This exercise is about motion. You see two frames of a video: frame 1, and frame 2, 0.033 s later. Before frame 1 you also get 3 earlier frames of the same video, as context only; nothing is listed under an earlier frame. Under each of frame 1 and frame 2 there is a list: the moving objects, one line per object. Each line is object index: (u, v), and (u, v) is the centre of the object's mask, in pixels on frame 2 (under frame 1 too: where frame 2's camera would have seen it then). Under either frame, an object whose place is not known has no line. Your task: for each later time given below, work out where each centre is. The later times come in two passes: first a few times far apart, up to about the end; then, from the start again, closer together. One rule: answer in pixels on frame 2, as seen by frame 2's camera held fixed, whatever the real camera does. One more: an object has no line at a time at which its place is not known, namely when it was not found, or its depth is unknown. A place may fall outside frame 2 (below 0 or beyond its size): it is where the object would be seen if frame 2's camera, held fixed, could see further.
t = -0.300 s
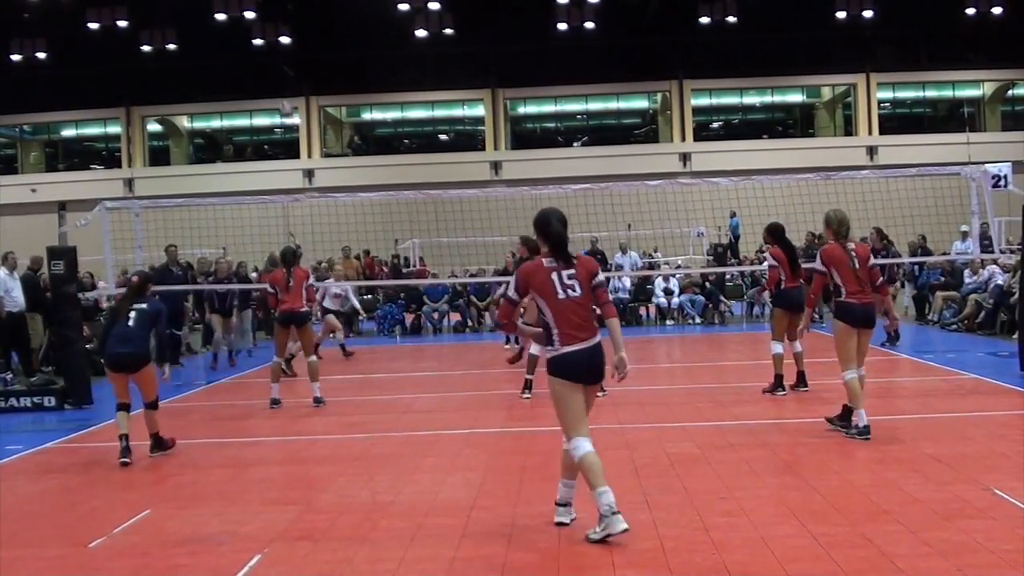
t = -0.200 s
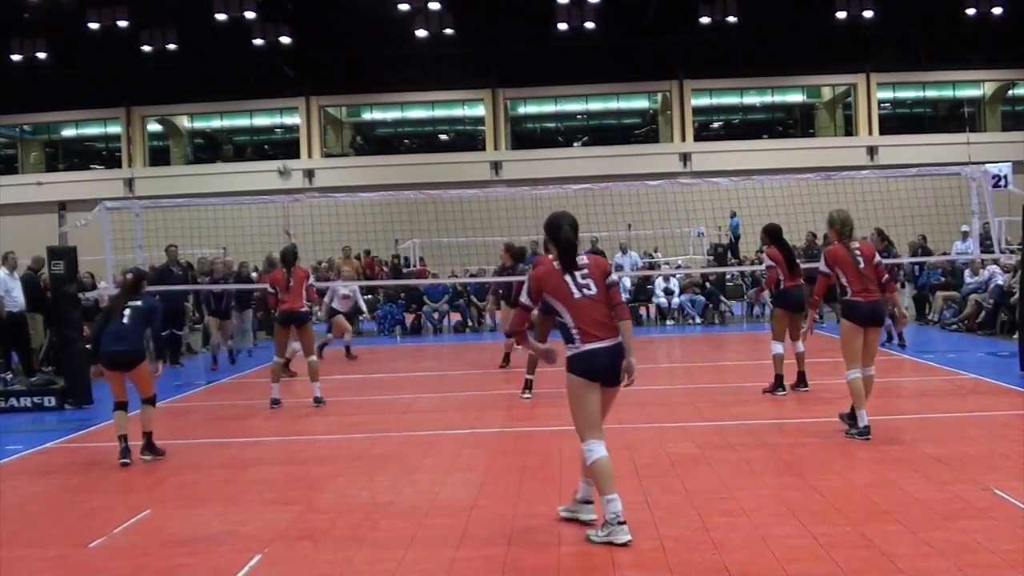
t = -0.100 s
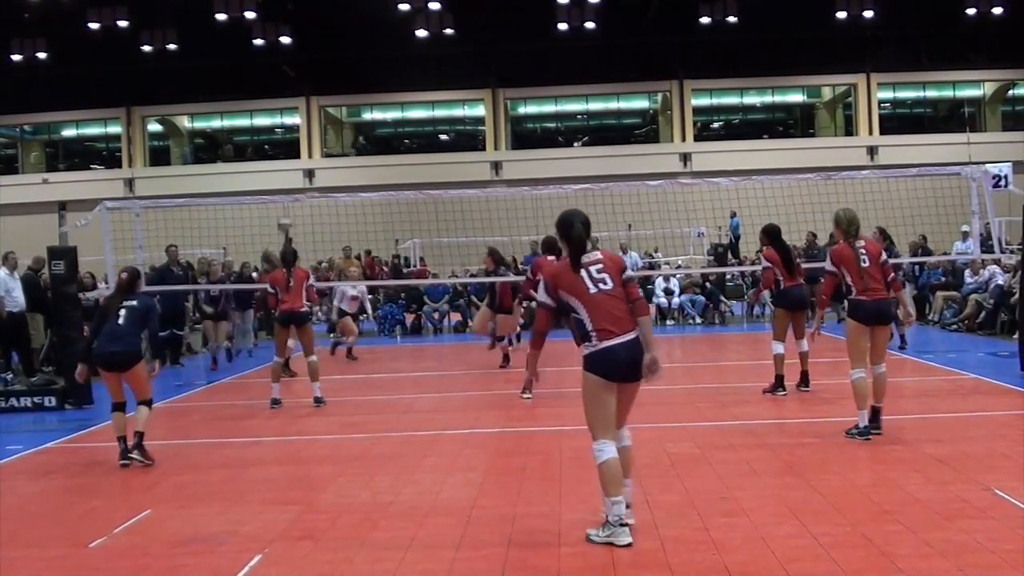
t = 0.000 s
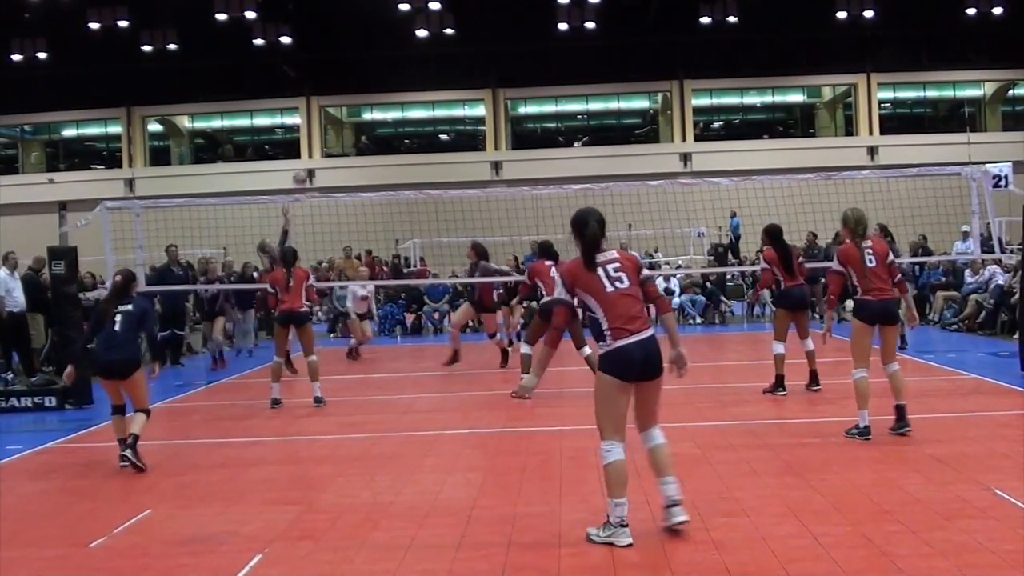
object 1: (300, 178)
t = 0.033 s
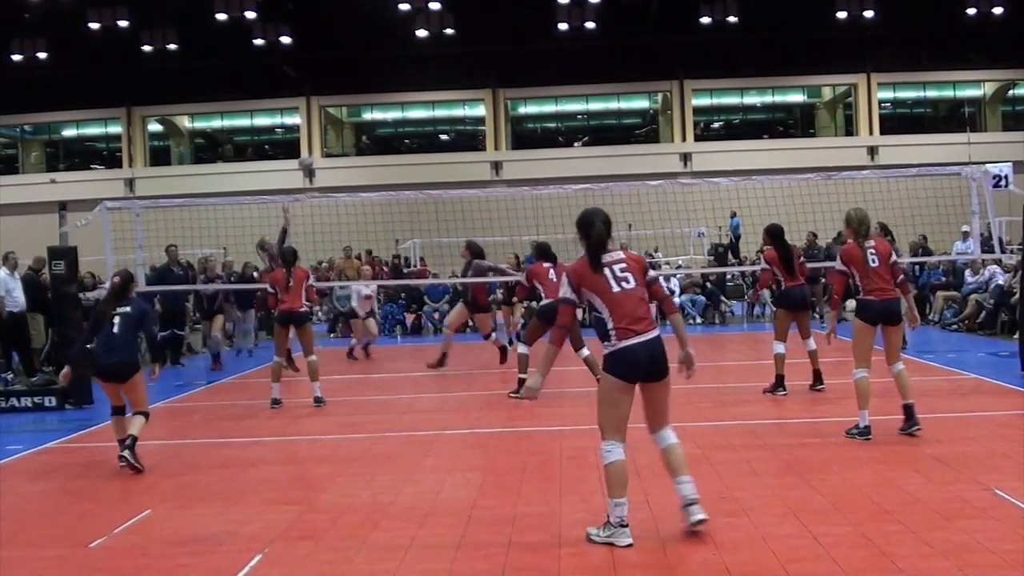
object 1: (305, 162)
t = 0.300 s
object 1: (350, 74)
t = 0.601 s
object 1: (401, 39)
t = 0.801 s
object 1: (435, 51)
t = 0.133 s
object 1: (324, 120)
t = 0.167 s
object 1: (327, 109)
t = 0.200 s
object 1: (334, 97)
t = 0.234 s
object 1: (339, 90)
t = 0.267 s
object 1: (345, 81)
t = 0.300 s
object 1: (350, 74)
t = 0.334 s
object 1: (356, 67)
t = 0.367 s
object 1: (361, 61)
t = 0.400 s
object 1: (367, 55)
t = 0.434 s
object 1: (372, 50)
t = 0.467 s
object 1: (378, 46)
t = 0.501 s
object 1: (384, 43)
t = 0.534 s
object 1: (389, 41)
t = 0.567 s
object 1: (395, 39)
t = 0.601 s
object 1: (401, 39)
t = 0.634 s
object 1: (407, 39)
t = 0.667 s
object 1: (412, 40)
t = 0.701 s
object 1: (418, 42)
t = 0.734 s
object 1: (424, 44)
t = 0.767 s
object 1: (430, 46)
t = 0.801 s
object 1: (435, 51)
